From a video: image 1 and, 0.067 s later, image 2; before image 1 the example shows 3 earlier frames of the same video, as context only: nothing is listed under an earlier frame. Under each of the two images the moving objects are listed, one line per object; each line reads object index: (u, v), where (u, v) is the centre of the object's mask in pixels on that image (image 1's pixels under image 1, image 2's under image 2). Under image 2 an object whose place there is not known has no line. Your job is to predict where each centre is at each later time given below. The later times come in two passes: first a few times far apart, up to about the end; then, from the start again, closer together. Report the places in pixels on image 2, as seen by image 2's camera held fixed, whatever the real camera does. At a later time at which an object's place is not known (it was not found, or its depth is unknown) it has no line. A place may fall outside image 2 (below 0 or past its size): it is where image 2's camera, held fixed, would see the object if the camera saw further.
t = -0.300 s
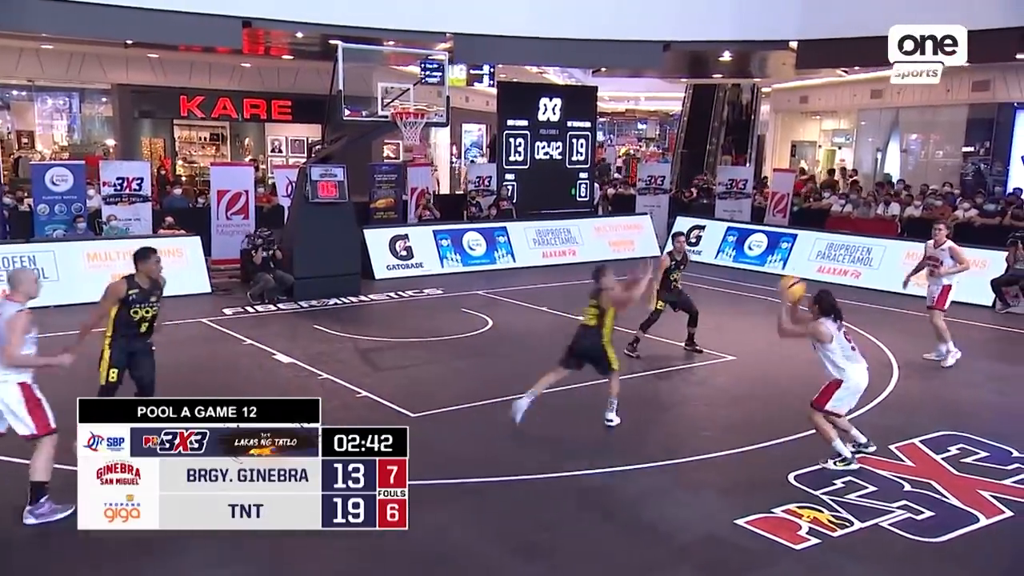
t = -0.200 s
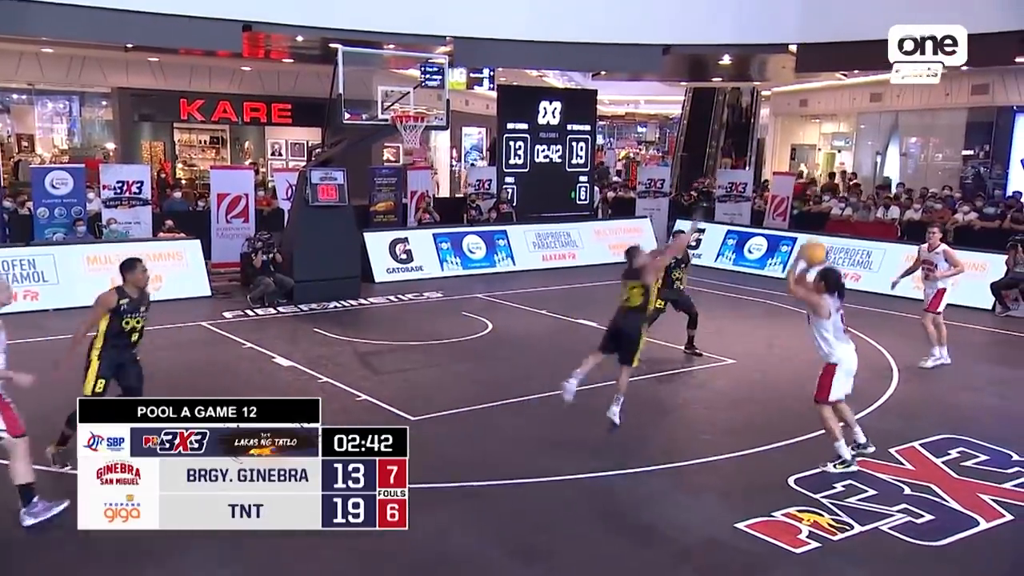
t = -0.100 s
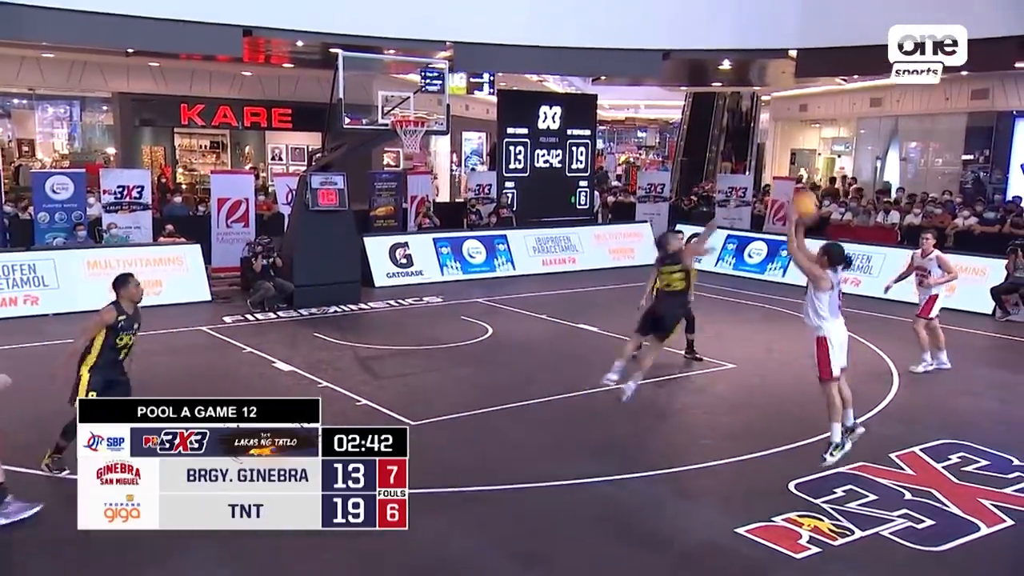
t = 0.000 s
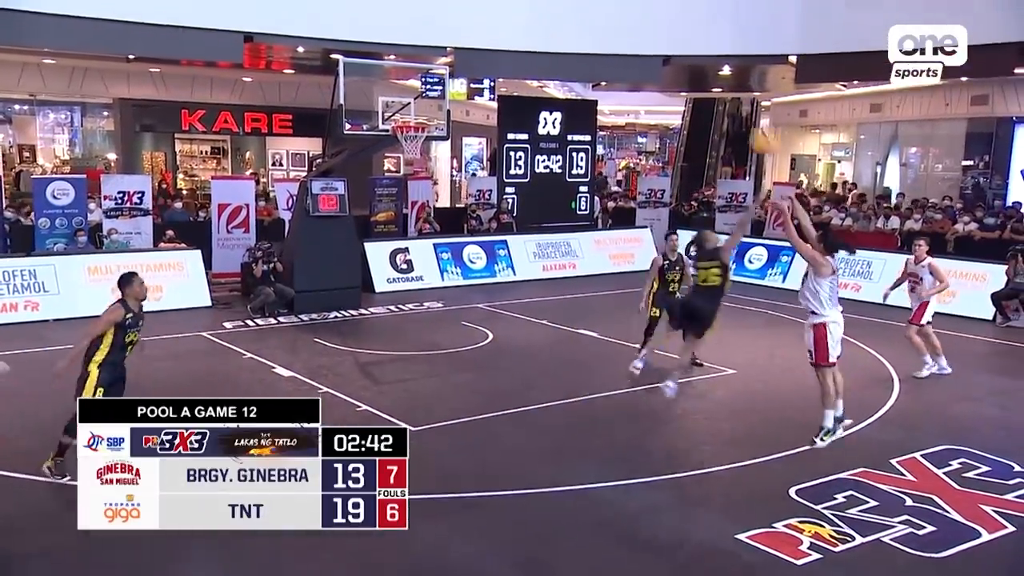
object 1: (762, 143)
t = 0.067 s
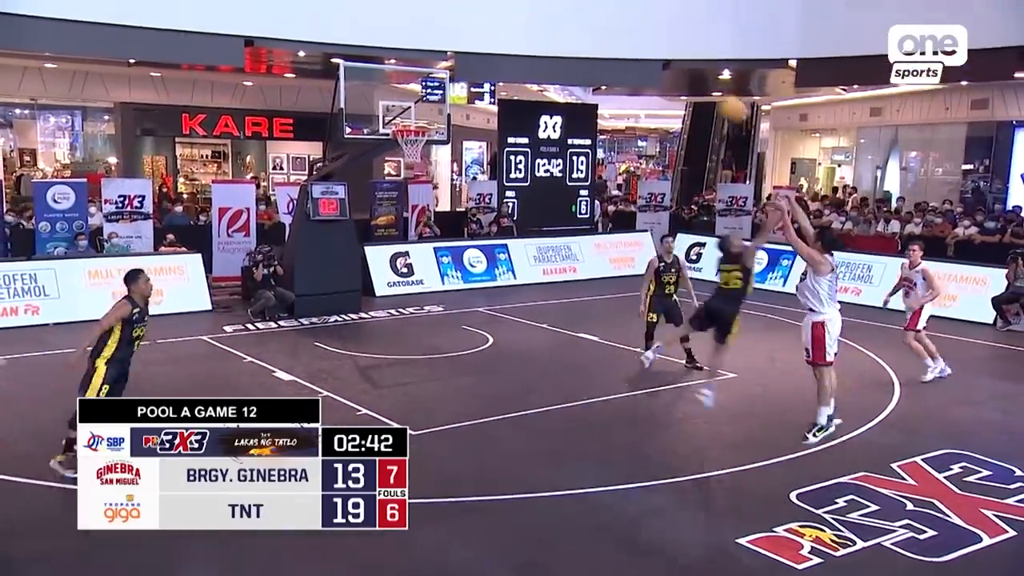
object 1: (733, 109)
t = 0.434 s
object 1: (584, 8)
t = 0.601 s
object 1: (531, 11)
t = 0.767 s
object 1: (485, 35)
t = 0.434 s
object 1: (584, 8)
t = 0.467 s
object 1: (573, 7)
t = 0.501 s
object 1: (562, 6)
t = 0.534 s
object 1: (552, 6)
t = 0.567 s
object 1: (542, 8)
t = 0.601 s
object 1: (531, 11)
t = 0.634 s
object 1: (521, 14)
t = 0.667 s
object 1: (512, 18)
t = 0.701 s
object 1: (503, 23)
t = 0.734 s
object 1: (494, 29)
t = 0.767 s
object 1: (485, 35)
